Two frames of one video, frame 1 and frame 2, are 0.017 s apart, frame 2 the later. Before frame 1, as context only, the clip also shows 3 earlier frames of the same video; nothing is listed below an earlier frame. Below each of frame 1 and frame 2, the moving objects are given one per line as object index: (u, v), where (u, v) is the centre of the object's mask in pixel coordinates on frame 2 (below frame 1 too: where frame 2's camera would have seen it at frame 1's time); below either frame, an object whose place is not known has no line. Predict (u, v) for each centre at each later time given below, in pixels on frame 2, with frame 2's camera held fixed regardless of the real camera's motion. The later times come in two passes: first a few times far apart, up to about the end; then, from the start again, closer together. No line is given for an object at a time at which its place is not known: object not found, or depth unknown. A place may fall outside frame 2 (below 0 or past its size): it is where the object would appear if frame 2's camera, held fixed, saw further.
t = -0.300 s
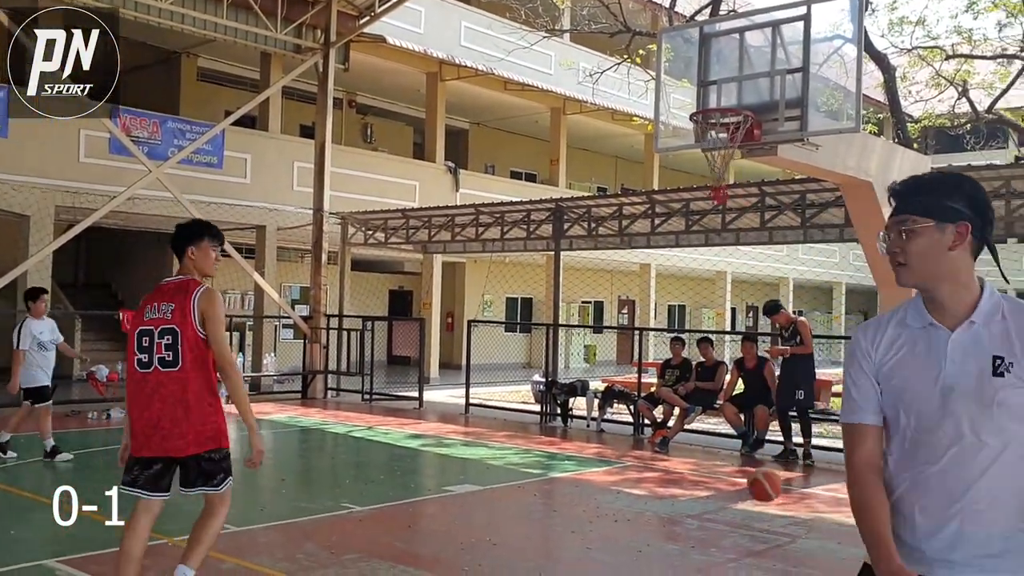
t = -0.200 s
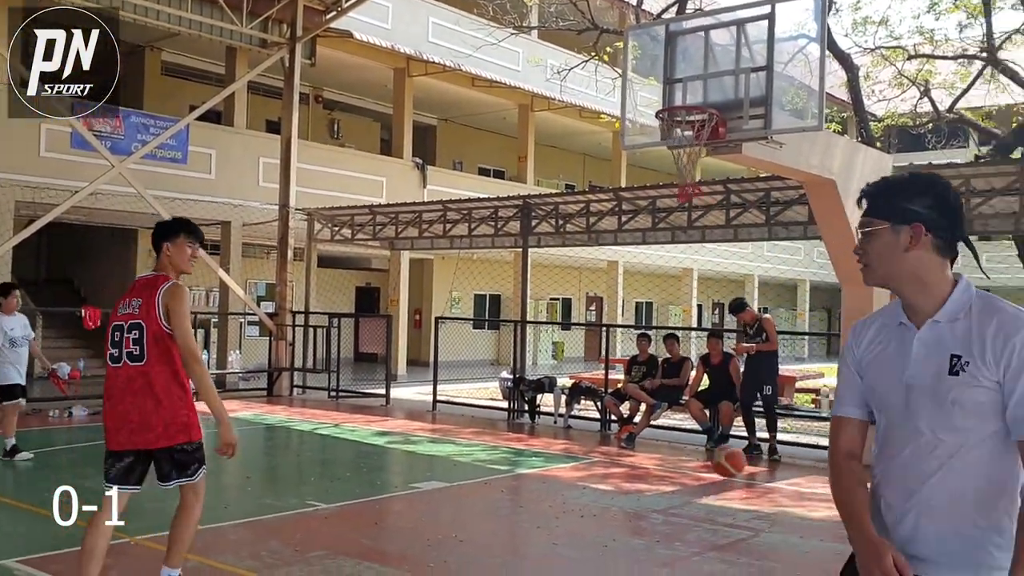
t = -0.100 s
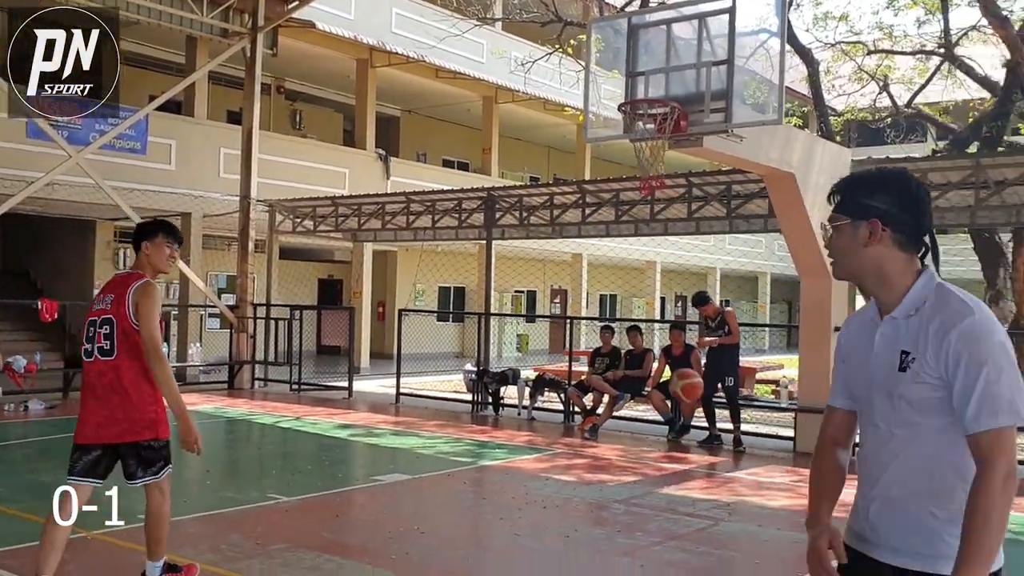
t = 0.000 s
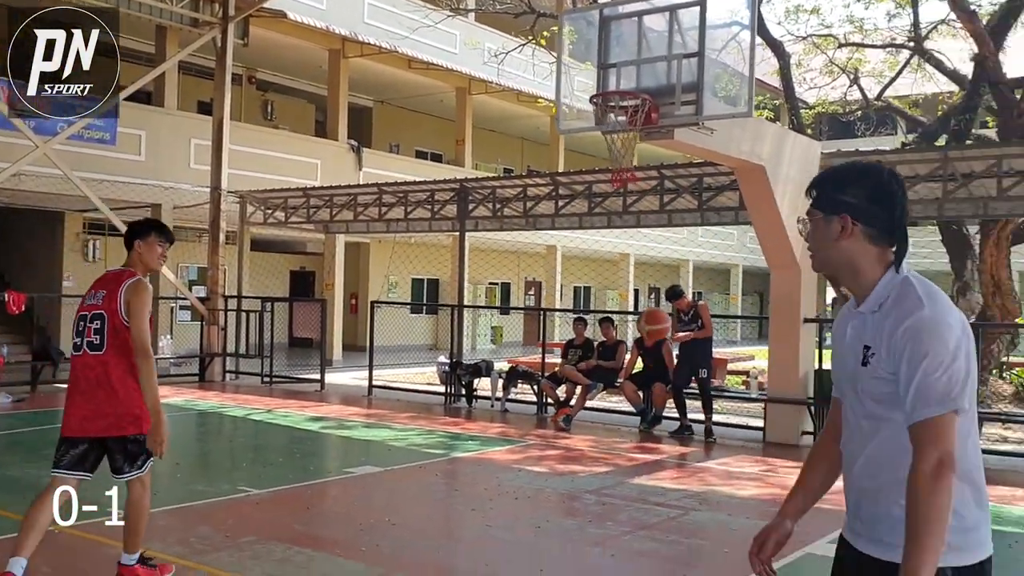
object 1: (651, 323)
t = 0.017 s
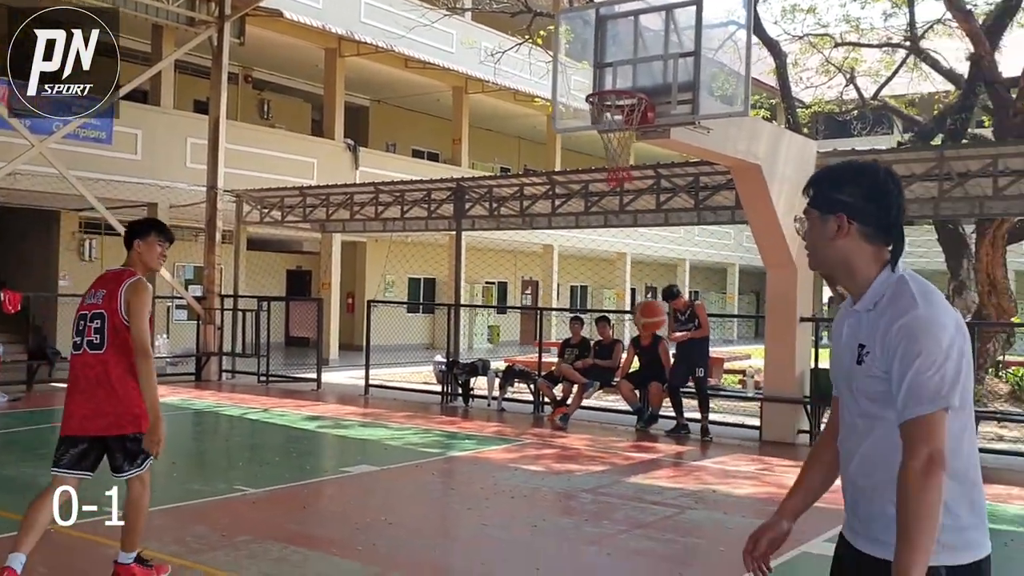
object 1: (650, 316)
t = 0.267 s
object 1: (638, 246)
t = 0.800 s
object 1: (611, 393)
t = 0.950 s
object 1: (606, 507)
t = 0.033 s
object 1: (650, 308)
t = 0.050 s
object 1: (649, 302)
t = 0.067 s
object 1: (647, 295)
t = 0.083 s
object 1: (646, 289)
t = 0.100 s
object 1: (645, 283)
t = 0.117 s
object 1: (644, 278)
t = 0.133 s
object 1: (643, 273)
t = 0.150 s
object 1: (643, 268)
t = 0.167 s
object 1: (642, 264)
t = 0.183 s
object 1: (642, 260)
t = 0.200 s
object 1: (641, 257)
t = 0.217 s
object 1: (640, 253)
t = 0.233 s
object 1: (640, 250)
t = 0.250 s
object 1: (639, 248)
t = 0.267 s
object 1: (638, 246)
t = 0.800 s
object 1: (611, 393)
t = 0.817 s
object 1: (610, 404)
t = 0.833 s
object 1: (609, 417)
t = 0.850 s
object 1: (609, 429)
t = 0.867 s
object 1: (608, 441)
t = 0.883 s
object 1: (608, 454)
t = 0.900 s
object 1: (608, 467)
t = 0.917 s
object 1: (607, 482)
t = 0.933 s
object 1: (606, 497)
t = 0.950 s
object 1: (606, 507)
